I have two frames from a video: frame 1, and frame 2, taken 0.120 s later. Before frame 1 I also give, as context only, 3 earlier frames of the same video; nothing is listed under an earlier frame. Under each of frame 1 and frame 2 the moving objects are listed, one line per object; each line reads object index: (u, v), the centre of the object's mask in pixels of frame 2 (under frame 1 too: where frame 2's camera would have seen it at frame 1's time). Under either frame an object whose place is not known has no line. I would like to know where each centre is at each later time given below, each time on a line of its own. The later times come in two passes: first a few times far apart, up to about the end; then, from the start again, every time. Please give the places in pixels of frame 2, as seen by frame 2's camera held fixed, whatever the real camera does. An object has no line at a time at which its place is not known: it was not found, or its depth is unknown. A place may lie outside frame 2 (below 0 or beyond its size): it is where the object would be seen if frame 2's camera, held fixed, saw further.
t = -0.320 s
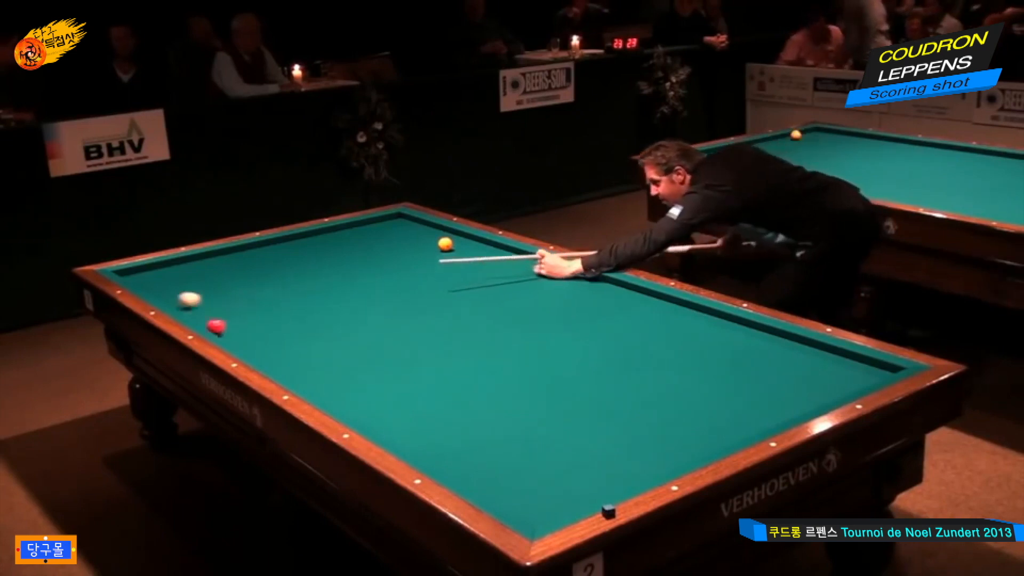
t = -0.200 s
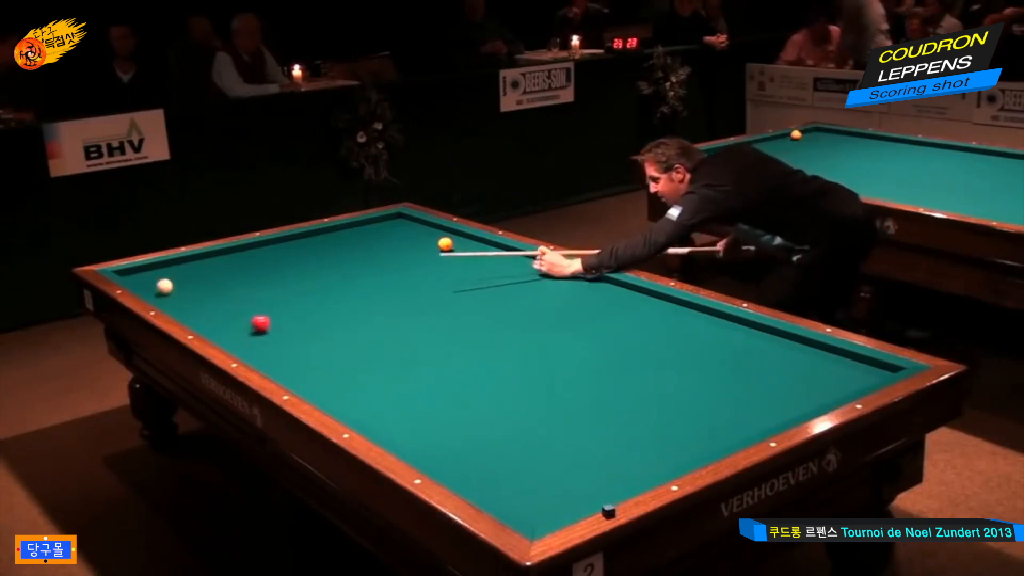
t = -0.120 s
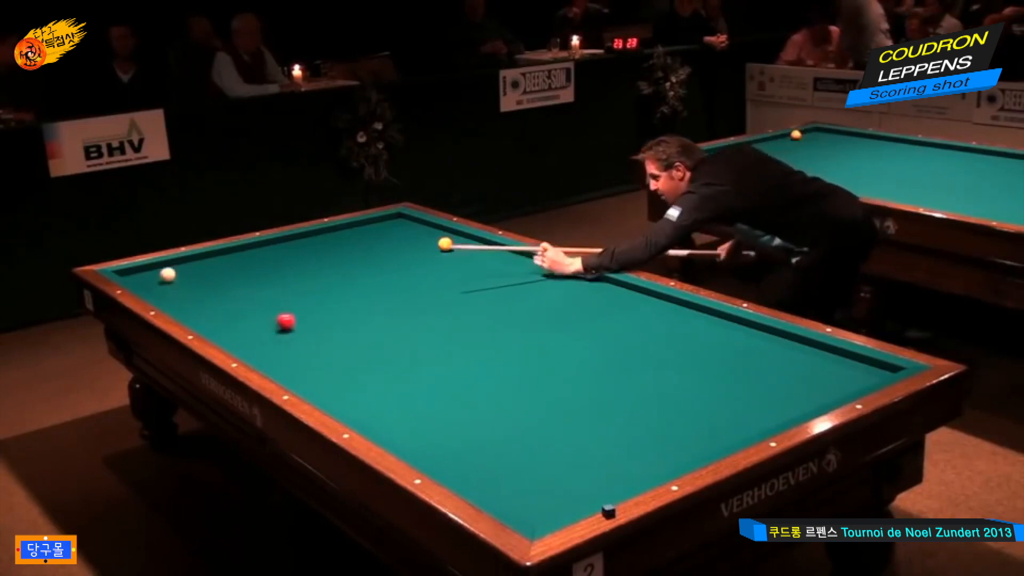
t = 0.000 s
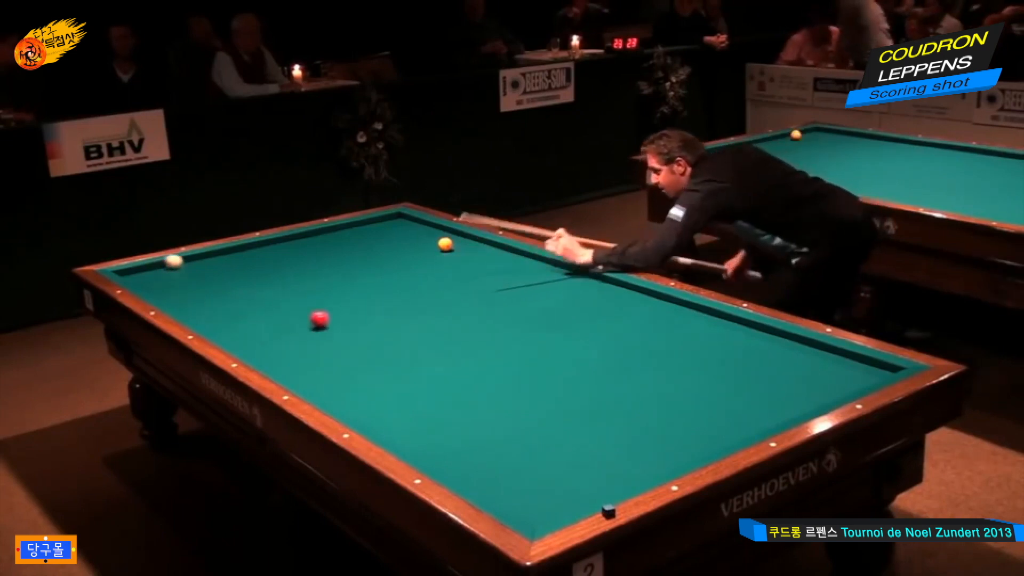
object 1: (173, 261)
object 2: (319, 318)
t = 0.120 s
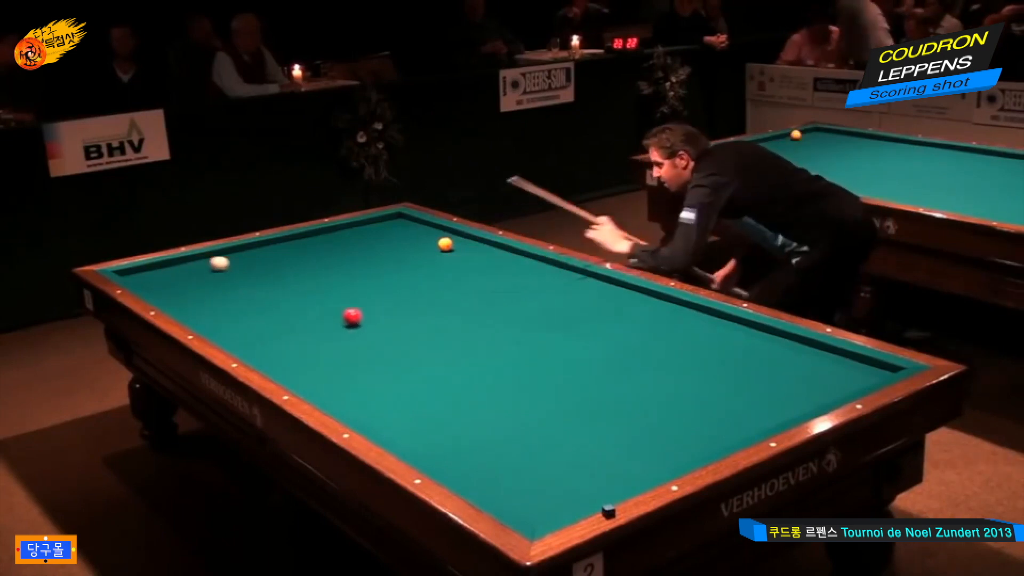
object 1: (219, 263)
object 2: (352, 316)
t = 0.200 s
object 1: (249, 264)
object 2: (373, 314)
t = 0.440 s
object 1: (329, 265)
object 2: (438, 310)
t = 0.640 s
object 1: (395, 264)
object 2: (490, 306)
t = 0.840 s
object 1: (462, 264)
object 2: (541, 302)
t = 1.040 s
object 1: (528, 264)
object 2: (591, 299)
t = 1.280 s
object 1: (560, 277)
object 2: (650, 295)
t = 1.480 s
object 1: (570, 294)
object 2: (645, 302)
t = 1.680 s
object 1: (581, 312)
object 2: (638, 310)
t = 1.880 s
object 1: (593, 332)
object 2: (631, 317)
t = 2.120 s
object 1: (608, 359)
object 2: (623, 327)
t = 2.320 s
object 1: (623, 384)
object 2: (616, 335)
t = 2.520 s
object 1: (639, 411)
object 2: (609, 343)
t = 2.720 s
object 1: (657, 442)
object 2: (601, 352)
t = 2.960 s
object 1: (636, 464)
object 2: (592, 362)
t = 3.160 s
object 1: (575, 464)
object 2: (585, 370)
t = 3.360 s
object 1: (517, 465)
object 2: (577, 379)
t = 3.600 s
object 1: (450, 464)
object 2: (568, 389)
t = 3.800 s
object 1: (446, 448)
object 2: (560, 399)
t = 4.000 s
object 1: (445, 430)
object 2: (553, 407)
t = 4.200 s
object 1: (445, 414)
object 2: (544, 416)
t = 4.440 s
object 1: (445, 396)
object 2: (534, 427)
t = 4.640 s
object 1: (445, 382)
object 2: (526, 436)
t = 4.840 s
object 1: (445, 370)
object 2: (518, 445)
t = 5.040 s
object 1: (445, 358)
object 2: (510, 455)
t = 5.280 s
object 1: (445, 345)
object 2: (500, 465)
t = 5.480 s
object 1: (445, 335)
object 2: (492, 475)
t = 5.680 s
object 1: (445, 326)
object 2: (484, 482)
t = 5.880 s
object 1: (445, 317)
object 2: (489, 485)
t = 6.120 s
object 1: (445, 307)
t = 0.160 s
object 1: (234, 264)
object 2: (363, 315)
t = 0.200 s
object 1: (249, 264)
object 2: (373, 314)
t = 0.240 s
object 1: (263, 264)
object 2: (384, 314)
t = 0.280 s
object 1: (277, 264)
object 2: (395, 313)
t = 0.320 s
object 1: (290, 265)
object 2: (406, 312)
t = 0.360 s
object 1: (303, 264)
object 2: (416, 311)
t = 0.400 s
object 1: (316, 264)
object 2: (427, 310)
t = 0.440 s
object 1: (329, 265)
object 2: (438, 310)
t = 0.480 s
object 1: (343, 264)
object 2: (448, 309)
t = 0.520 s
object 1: (356, 264)
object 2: (459, 308)
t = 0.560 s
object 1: (369, 264)
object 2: (469, 308)
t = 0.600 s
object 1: (382, 264)
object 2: (479, 307)
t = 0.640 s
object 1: (395, 264)
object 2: (490, 306)
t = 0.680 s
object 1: (409, 264)
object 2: (500, 305)
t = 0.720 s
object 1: (422, 264)
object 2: (510, 304)
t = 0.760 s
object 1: (435, 264)
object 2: (521, 304)
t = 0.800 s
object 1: (448, 264)
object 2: (531, 303)
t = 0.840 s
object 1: (462, 264)
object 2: (541, 302)
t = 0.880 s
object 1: (475, 264)
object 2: (551, 302)
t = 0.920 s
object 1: (489, 264)
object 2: (561, 301)
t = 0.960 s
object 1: (502, 264)
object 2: (571, 300)
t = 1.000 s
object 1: (515, 264)
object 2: (581, 300)
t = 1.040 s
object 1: (528, 264)
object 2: (591, 299)
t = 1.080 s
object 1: (542, 264)
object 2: (601, 298)
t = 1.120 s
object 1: (555, 264)
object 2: (611, 297)
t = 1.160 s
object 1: (558, 267)
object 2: (621, 297)
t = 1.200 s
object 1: (558, 270)
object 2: (630, 296)
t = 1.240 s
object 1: (559, 274)
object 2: (640, 295)
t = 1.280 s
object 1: (560, 277)
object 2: (650, 295)
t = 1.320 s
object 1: (562, 281)
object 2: (654, 295)
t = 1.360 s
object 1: (564, 284)
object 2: (651, 297)
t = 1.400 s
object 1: (566, 287)
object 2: (648, 299)
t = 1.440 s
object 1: (568, 290)
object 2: (646, 301)
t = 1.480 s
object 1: (570, 294)
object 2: (645, 302)
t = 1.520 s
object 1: (572, 298)
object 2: (644, 303)
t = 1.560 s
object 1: (574, 301)
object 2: (642, 305)
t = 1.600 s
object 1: (577, 305)
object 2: (641, 307)
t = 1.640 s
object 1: (579, 308)
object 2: (639, 308)
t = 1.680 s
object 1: (581, 312)
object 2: (638, 310)
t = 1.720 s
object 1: (583, 316)
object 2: (637, 311)
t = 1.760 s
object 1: (585, 320)
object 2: (636, 313)
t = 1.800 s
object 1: (588, 324)
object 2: (634, 315)
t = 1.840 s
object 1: (590, 328)
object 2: (632, 316)
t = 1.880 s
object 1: (593, 332)
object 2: (631, 317)
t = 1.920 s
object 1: (595, 336)
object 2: (630, 319)
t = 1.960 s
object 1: (598, 341)
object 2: (628, 321)
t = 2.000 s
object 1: (600, 345)
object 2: (627, 322)
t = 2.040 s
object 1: (603, 349)
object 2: (626, 324)
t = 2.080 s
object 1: (605, 354)
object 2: (624, 325)
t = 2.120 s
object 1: (608, 359)
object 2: (623, 327)
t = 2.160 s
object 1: (611, 363)
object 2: (621, 329)
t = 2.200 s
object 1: (614, 368)
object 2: (620, 330)
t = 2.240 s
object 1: (617, 373)
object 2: (618, 332)
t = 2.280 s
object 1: (620, 378)
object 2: (617, 333)
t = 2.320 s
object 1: (623, 384)
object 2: (616, 335)
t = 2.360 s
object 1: (626, 389)
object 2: (614, 337)
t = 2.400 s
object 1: (629, 394)
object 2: (613, 339)
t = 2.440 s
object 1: (632, 400)
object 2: (611, 340)
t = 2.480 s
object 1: (636, 405)
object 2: (610, 342)
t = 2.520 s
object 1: (639, 411)
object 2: (609, 343)
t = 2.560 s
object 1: (643, 417)
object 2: (607, 345)
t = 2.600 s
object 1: (646, 423)
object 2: (606, 347)
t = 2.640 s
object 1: (650, 429)
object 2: (604, 348)
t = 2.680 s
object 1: (653, 435)
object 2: (603, 350)
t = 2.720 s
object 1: (657, 442)
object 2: (601, 352)
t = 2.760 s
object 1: (661, 448)
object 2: (600, 354)
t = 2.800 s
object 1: (665, 455)
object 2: (598, 355)
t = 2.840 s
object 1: (669, 460)
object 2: (597, 357)
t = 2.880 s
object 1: (663, 462)
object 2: (595, 358)
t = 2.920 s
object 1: (649, 463)
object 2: (594, 360)
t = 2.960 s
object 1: (636, 464)
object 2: (592, 362)
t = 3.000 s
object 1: (623, 464)
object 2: (591, 364)
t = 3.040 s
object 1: (611, 463)
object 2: (590, 365)
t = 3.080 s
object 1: (599, 464)
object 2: (588, 367)
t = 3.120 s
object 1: (587, 463)
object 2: (586, 368)
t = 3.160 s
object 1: (575, 464)
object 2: (585, 370)
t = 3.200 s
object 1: (563, 464)
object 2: (583, 372)
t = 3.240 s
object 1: (551, 464)
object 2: (582, 374)
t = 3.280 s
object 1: (540, 464)
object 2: (580, 375)
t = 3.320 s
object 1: (528, 465)
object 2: (579, 378)
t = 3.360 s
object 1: (517, 465)
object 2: (577, 379)
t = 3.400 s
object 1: (505, 465)
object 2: (576, 381)
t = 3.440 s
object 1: (494, 465)
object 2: (574, 382)
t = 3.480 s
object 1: (482, 465)
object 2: (572, 384)
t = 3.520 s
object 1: (471, 465)
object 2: (571, 386)
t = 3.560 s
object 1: (460, 465)
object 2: (569, 388)
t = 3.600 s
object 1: (450, 464)
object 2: (568, 389)
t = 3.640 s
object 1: (446, 462)
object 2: (566, 391)
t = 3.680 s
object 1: (446, 458)
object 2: (565, 393)
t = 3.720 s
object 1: (446, 456)
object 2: (563, 395)
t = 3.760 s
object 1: (445, 451)
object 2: (562, 397)
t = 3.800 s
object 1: (446, 448)
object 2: (560, 399)
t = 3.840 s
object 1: (446, 444)
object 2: (558, 400)
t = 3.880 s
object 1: (446, 441)
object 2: (557, 402)
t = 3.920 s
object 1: (445, 437)
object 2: (556, 404)
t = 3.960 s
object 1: (445, 433)
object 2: (554, 406)
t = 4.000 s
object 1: (445, 430)
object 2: (553, 407)
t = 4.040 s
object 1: (445, 427)
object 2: (551, 409)
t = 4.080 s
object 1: (445, 423)
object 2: (549, 411)
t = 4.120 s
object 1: (445, 420)
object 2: (547, 413)
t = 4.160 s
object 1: (446, 417)
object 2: (546, 414)
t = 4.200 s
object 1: (445, 414)
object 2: (544, 416)
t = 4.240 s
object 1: (445, 411)
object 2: (543, 418)
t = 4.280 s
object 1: (445, 408)
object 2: (541, 420)
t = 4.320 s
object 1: (445, 404)
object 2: (539, 422)
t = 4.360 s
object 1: (445, 402)
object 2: (538, 424)
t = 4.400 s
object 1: (445, 399)
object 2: (536, 425)
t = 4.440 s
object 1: (445, 396)
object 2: (534, 427)
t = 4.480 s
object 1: (445, 393)
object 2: (533, 429)
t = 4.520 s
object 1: (445, 390)
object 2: (531, 431)
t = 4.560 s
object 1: (445, 388)
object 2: (530, 432)
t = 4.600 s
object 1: (445, 385)
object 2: (528, 434)
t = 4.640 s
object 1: (445, 382)
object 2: (526, 436)
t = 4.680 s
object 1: (445, 380)
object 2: (524, 438)
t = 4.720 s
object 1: (445, 377)
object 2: (523, 439)
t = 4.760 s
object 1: (445, 375)
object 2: (521, 441)
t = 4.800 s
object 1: (445, 372)
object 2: (519, 443)
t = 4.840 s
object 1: (445, 370)
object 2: (518, 445)
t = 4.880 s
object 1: (445, 367)
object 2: (516, 447)
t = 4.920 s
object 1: (445, 365)
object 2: (515, 449)
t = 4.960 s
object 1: (445, 363)
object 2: (513, 451)
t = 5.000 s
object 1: (445, 360)
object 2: (511, 453)
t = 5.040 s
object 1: (445, 358)
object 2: (510, 455)
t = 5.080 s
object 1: (445, 356)
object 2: (508, 456)
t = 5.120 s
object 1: (445, 354)
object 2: (506, 458)
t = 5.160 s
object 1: (445, 352)
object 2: (505, 460)
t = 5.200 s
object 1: (445, 349)
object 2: (503, 462)
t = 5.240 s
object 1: (445, 347)
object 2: (501, 463)
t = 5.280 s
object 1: (445, 345)
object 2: (500, 465)
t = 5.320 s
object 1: (445, 342)
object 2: (498, 467)
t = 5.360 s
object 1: (445, 341)
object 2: (496, 469)
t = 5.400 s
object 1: (445, 339)
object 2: (495, 471)
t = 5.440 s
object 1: (445, 336)
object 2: (493, 473)
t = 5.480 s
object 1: (445, 335)
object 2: (492, 475)
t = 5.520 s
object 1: (445, 333)
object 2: (490, 477)
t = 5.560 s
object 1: (445, 331)
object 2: (488, 478)
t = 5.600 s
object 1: (445, 329)
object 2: (487, 480)
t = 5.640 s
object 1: (445, 328)
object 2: (485, 481)
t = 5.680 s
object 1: (445, 326)
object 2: (484, 482)
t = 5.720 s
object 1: (445, 324)
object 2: (483, 484)
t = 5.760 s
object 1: (445, 322)
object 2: (482, 484)
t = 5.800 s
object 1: (445, 320)
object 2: (484, 485)
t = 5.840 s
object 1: (445, 319)
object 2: (487, 485)
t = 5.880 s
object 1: (445, 317)
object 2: (489, 485)
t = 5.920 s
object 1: (445, 315)
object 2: (491, 485)
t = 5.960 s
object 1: (445, 314)
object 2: (493, 486)
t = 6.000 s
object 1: (447, 311)
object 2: (495, 486)
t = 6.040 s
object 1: (445, 310)
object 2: (497, 486)
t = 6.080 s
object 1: (445, 309)
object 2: (494, 485)
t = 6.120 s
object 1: (445, 307)
